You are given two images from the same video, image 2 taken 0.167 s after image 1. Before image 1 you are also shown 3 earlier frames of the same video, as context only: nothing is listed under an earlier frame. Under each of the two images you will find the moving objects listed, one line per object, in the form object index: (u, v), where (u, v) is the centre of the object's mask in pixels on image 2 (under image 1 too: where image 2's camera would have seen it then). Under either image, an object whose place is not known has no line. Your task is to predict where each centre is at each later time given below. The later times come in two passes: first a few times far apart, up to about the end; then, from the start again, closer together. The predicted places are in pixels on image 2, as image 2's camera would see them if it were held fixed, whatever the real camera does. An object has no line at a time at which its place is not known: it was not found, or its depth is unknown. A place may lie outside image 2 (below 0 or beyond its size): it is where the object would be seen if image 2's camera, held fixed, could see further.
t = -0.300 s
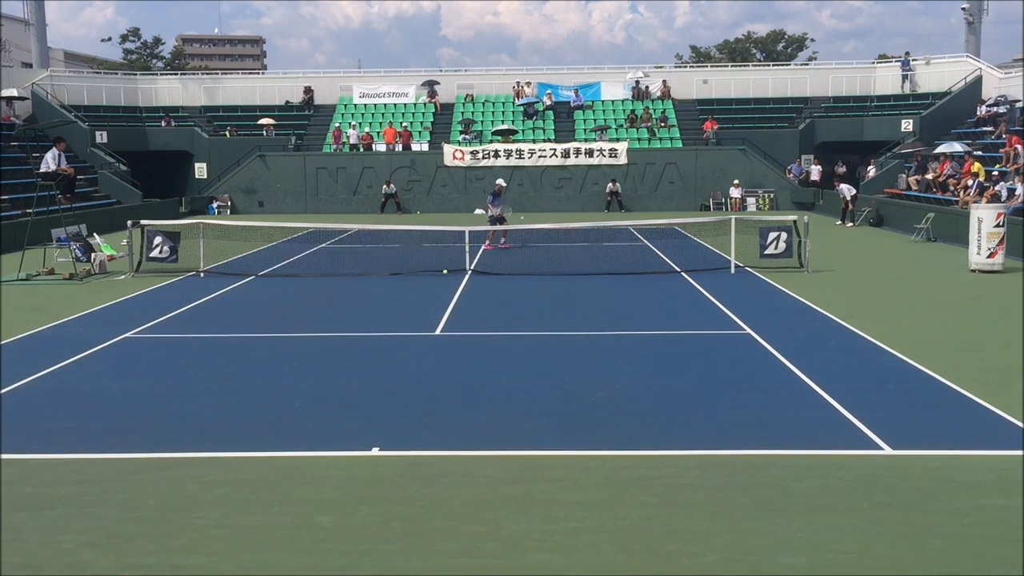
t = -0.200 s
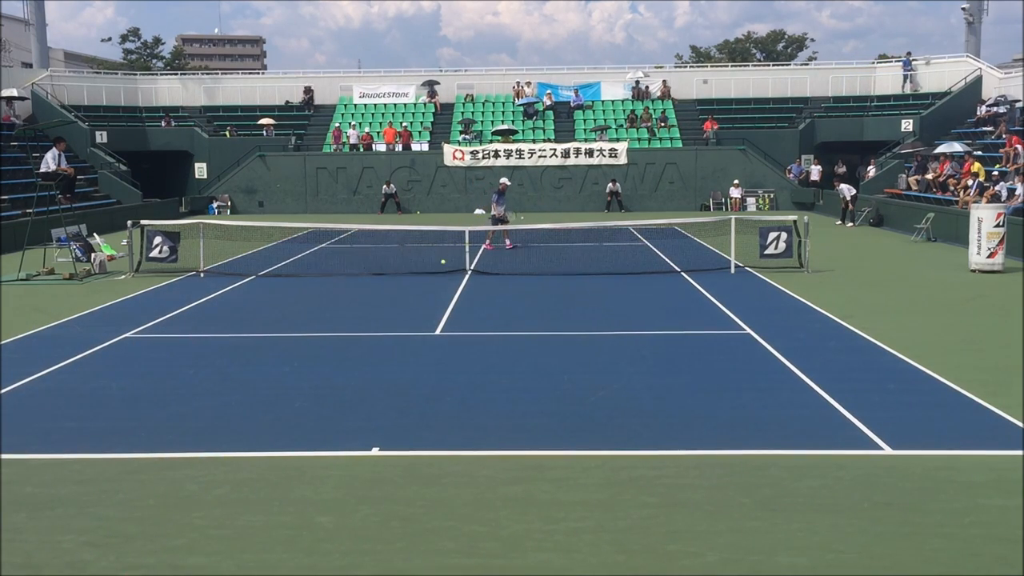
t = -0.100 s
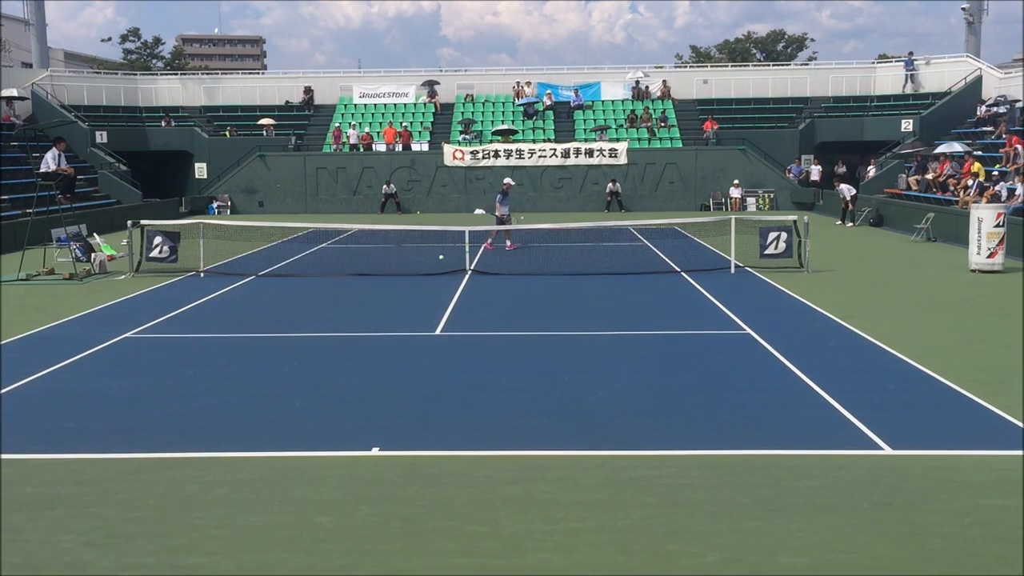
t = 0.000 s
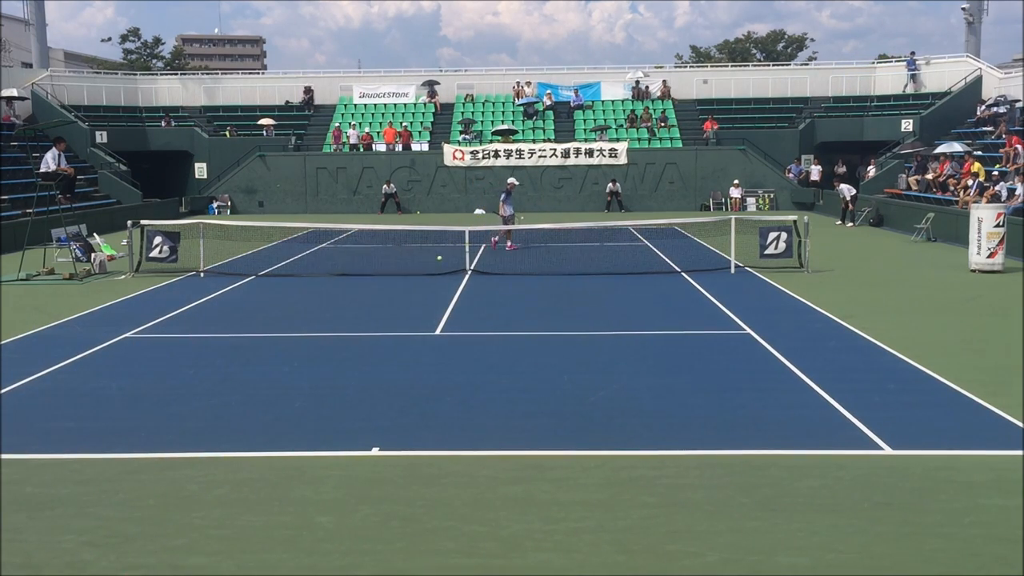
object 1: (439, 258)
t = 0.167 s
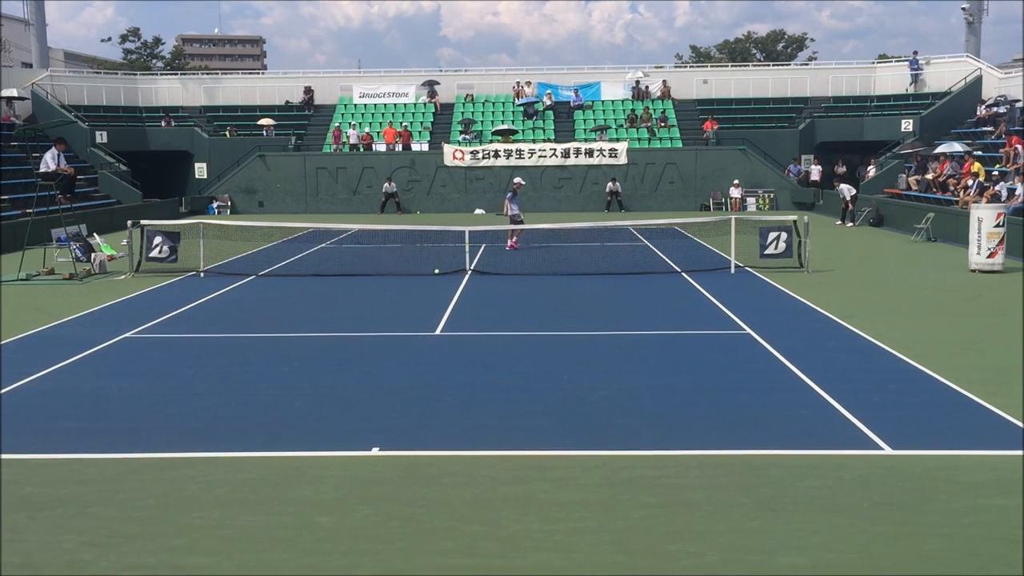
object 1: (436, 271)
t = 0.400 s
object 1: (432, 269)
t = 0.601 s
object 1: (429, 273)
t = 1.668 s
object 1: (416, 290)
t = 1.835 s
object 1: (414, 291)
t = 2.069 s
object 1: (411, 295)
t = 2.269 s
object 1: (409, 298)
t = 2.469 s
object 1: (406, 300)
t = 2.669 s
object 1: (404, 301)
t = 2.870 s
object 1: (402, 303)
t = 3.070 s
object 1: (400, 304)
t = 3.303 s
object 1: (398, 306)
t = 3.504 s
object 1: (396, 307)
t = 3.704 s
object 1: (394, 308)
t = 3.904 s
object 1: (393, 310)
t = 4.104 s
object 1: (391, 311)
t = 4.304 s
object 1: (390, 312)
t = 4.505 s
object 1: (389, 313)
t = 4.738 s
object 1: (387, 313)
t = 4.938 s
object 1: (386, 314)
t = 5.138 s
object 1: (385, 315)
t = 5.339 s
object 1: (385, 315)
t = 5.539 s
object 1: (384, 316)
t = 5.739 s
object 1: (384, 316)
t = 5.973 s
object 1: (383, 316)
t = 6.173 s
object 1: (383, 316)
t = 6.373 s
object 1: (383, 317)
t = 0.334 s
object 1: (434, 272)
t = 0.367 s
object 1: (433, 270)
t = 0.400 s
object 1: (432, 269)
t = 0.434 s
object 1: (432, 268)
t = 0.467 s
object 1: (431, 268)
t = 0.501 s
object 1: (431, 268)
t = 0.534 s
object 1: (430, 269)
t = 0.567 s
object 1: (430, 271)
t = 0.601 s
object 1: (429, 273)
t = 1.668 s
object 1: (416, 290)
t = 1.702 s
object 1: (416, 292)
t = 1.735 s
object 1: (414, 292)
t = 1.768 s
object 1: (415, 292)
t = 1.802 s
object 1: (415, 292)
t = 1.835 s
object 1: (414, 291)
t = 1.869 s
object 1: (414, 291)
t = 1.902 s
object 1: (413, 292)
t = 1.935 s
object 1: (413, 295)
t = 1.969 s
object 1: (412, 295)
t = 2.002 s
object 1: (412, 294)
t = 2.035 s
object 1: (411, 294)
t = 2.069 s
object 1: (411, 295)
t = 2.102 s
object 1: (411, 296)
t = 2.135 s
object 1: (410, 297)
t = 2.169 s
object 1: (410, 296)
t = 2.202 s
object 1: (409, 297)
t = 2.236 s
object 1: (409, 297)
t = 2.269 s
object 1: (409, 298)
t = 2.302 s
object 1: (408, 298)
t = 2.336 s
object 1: (408, 298)
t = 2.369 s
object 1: (408, 299)
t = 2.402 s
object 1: (407, 299)
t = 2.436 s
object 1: (407, 299)
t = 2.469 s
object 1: (406, 300)
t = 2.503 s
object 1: (406, 300)
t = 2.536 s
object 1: (406, 300)
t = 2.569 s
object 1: (405, 301)
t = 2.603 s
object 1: (405, 301)
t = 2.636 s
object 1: (405, 301)
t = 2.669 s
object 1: (404, 301)
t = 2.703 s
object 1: (404, 302)
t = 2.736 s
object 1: (404, 302)
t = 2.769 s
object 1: (403, 302)
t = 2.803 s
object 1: (403, 302)
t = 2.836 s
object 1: (402, 303)
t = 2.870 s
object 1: (402, 303)
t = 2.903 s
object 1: (402, 303)
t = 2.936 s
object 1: (402, 303)
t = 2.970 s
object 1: (401, 303)
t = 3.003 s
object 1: (401, 304)
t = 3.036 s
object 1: (401, 304)
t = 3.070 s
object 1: (400, 304)
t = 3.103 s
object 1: (400, 304)
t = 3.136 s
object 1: (400, 305)
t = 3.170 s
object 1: (399, 305)
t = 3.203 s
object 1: (399, 305)
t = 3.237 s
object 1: (399, 305)
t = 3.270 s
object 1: (398, 306)
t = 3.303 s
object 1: (398, 306)
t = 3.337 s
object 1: (398, 306)
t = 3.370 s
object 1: (397, 306)
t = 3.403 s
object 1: (397, 306)
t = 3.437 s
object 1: (397, 307)
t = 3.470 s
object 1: (397, 307)
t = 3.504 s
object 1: (396, 307)
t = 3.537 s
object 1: (396, 307)
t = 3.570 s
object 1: (396, 308)
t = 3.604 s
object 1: (395, 308)
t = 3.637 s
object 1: (395, 308)
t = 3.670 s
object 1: (395, 308)
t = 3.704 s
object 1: (394, 308)
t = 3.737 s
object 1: (394, 309)
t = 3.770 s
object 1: (394, 308)
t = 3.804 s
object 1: (393, 309)
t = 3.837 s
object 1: (393, 309)
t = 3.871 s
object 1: (393, 310)
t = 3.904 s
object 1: (393, 310)
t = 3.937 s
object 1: (392, 310)
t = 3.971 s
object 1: (392, 310)
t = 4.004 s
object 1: (392, 310)
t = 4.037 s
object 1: (392, 311)
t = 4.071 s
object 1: (391, 311)
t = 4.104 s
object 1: (391, 311)
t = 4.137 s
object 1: (391, 311)
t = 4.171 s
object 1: (391, 311)
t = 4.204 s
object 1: (390, 311)
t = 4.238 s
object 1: (390, 311)
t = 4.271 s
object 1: (390, 311)
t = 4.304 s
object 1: (390, 312)
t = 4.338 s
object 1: (389, 312)
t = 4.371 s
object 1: (389, 312)
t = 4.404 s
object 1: (389, 312)
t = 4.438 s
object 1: (389, 312)
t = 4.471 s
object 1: (389, 313)
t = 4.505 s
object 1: (389, 313)
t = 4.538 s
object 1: (388, 313)
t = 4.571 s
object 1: (388, 313)
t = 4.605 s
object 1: (388, 313)
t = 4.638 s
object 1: (388, 313)
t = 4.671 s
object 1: (388, 313)
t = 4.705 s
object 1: (387, 313)
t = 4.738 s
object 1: (387, 313)
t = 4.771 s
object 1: (387, 314)
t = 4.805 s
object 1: (387, 314)
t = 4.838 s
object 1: (387, 314)
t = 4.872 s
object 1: (387, 314)
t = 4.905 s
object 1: (387, 314)
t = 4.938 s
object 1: (386, 314)
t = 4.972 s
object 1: (386, 314)
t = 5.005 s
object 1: (386, 314)
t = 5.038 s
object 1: (386, 314)
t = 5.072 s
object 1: (386, 315)
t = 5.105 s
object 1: (385, 315)
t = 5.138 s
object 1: (385, 315)
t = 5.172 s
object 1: (385, 315)
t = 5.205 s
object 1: (385, 315)
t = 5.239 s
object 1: (385, 315)
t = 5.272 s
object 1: (385, 315)
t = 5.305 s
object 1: (385, 315)
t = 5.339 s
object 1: (385, 315)
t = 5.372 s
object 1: (385, 316)
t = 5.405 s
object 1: (385, 316)
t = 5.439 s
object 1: (384, 316)
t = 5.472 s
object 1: (384, 316)
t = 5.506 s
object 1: (384, 316)
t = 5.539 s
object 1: (384, 316)
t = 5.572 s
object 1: (384, 316)
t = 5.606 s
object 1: (384, 316)
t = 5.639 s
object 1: (384, 316)
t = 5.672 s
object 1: (384, 316)
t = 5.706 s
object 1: (383, 316)
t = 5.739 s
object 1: (384, 316)
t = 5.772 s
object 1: (383, 316)
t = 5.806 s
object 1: (384, 316)
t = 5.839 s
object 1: (383, 316)
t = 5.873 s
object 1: (383, 316)
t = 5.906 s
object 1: (383, 316)
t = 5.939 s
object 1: (383, 316)
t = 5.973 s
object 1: (383, 316)
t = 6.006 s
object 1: (383, 316)
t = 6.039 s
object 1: (383, 316)
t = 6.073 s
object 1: (383, 316)
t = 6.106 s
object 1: (383, 316)
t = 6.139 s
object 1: (383, 316)
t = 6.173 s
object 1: (383, 316)
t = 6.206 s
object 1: (383, 317)
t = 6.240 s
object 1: (383, 317)
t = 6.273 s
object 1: (383, 317)
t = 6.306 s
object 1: (383, 317)
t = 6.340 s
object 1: (383, 317)
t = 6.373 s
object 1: (383, 317)
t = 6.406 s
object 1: (383, 317)
